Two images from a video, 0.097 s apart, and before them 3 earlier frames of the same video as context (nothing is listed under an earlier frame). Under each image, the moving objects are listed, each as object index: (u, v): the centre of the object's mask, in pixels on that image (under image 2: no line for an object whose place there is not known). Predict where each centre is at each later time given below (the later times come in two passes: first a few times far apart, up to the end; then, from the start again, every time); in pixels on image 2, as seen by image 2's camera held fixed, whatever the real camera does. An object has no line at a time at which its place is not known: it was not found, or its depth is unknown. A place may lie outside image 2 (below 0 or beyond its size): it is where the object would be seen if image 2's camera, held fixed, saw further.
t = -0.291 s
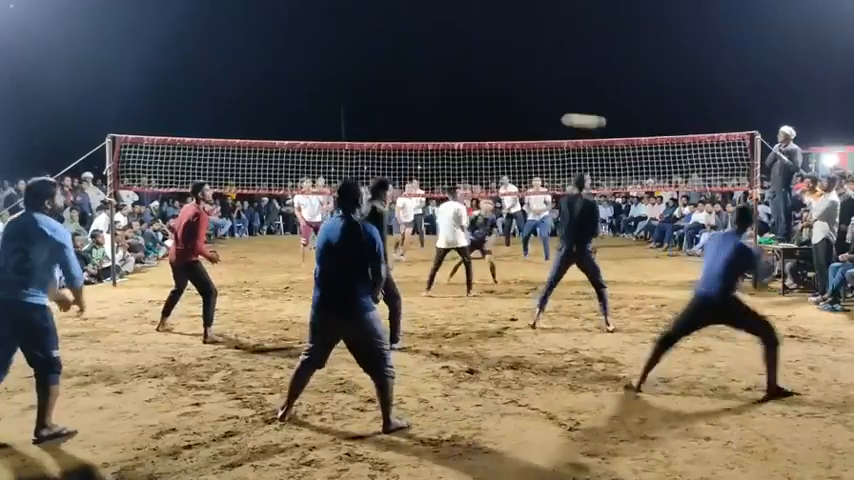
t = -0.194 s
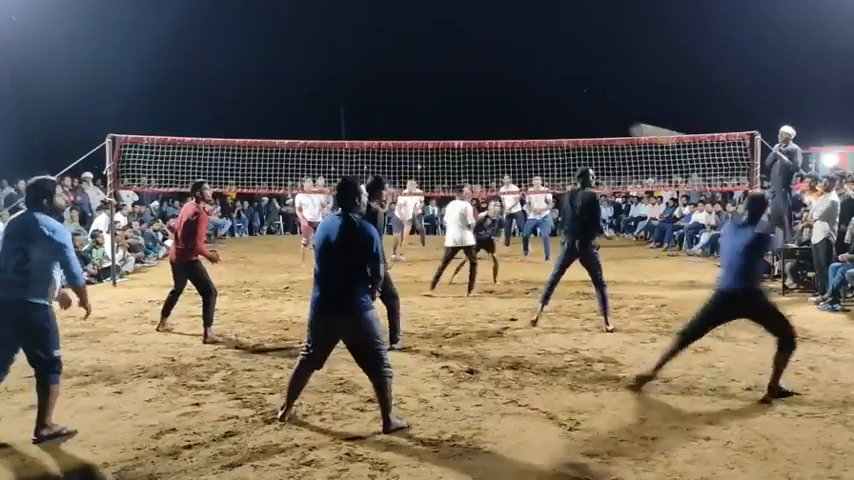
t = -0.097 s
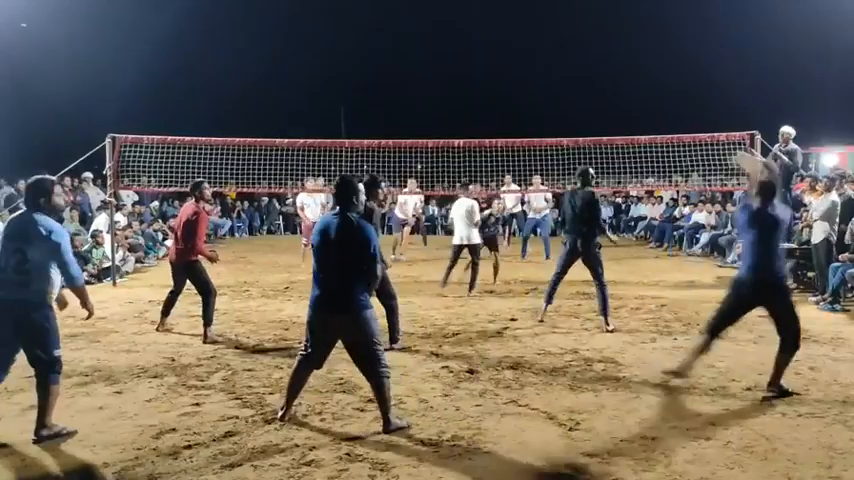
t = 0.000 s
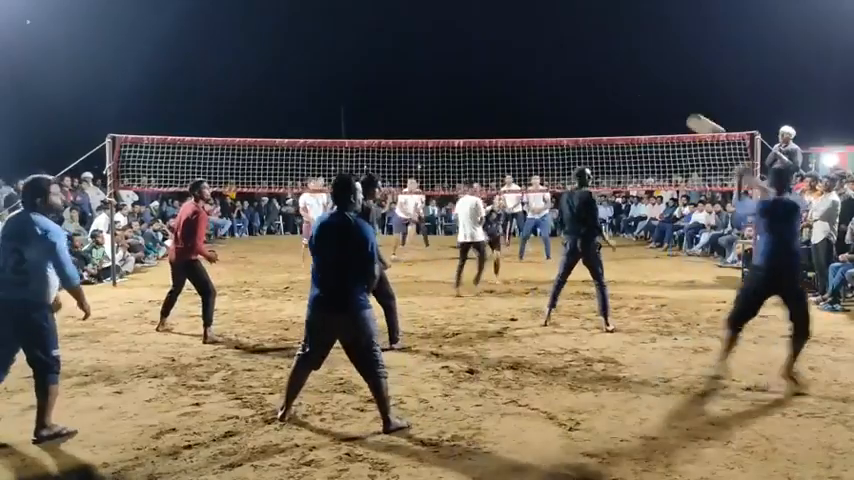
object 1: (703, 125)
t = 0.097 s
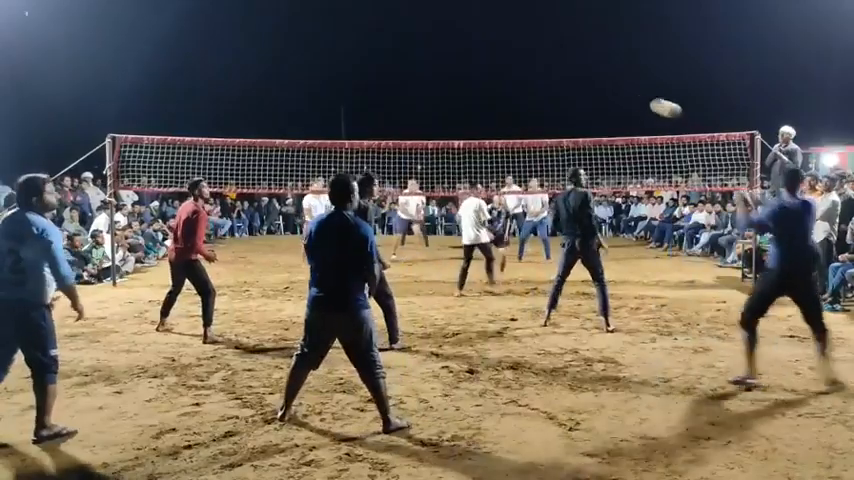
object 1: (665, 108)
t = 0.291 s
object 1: (610, 104)
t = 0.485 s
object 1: (573, 128)
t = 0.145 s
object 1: (648, 103)
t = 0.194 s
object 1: (634, 101)
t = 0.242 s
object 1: (621, 102)
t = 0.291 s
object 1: (610, 104)
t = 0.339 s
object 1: (599, 108)
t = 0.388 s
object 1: (590, 113)
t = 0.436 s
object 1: (581, 120)
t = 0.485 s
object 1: (573, 128)
